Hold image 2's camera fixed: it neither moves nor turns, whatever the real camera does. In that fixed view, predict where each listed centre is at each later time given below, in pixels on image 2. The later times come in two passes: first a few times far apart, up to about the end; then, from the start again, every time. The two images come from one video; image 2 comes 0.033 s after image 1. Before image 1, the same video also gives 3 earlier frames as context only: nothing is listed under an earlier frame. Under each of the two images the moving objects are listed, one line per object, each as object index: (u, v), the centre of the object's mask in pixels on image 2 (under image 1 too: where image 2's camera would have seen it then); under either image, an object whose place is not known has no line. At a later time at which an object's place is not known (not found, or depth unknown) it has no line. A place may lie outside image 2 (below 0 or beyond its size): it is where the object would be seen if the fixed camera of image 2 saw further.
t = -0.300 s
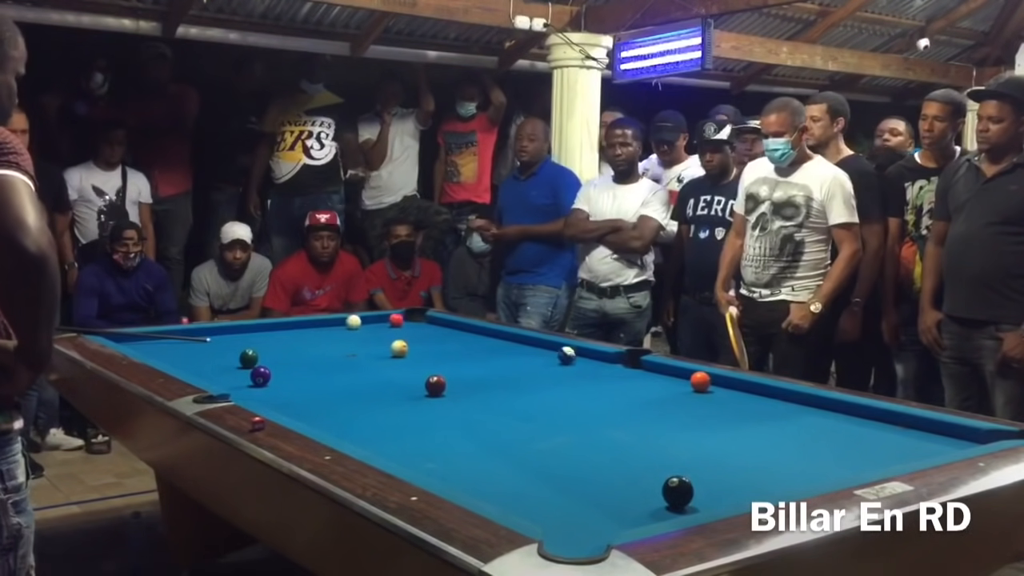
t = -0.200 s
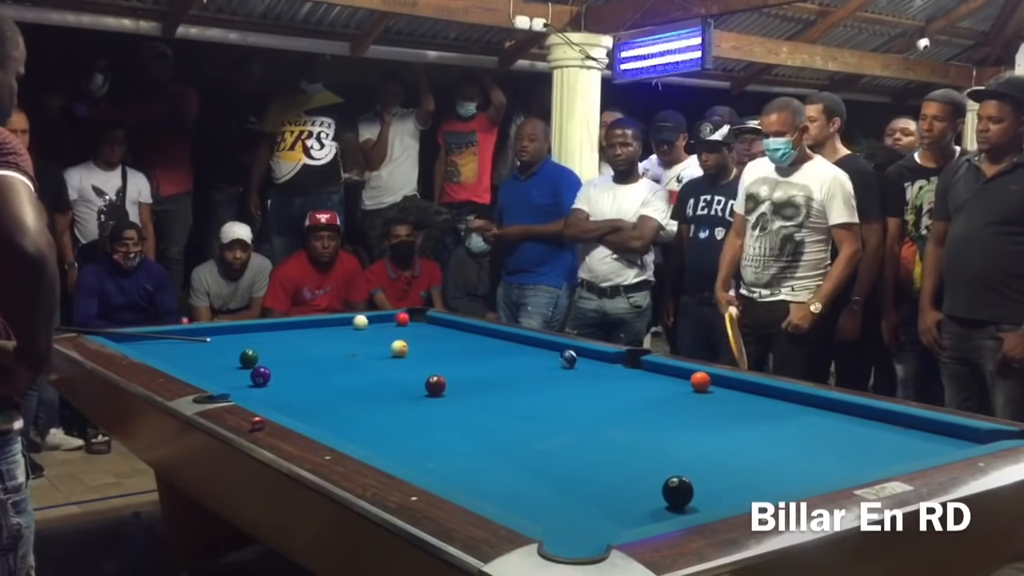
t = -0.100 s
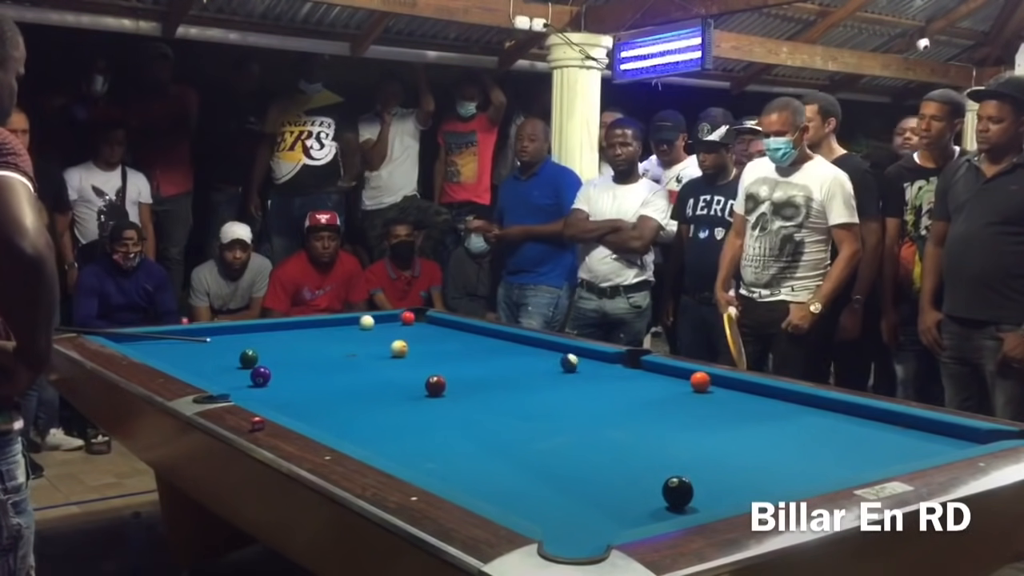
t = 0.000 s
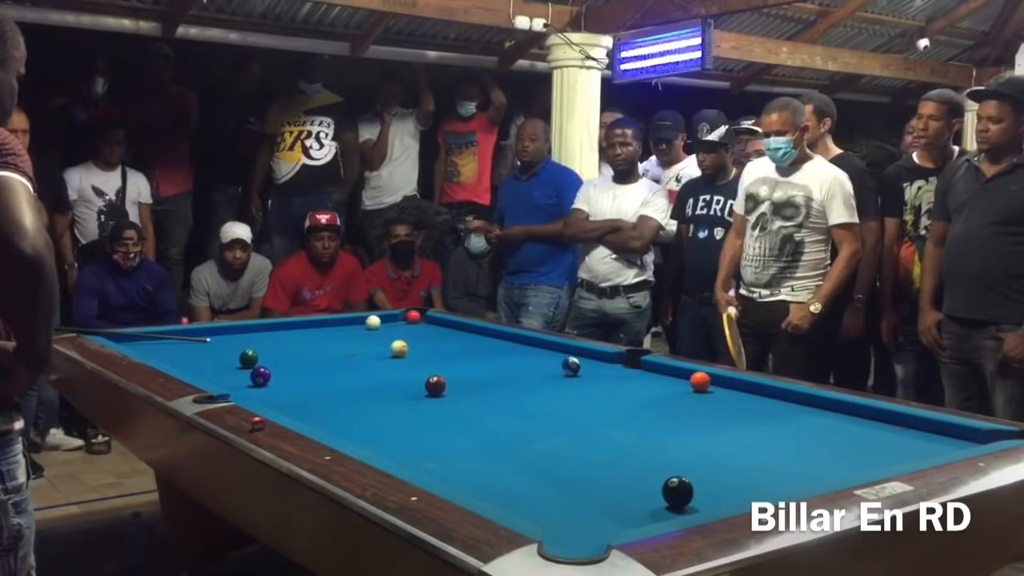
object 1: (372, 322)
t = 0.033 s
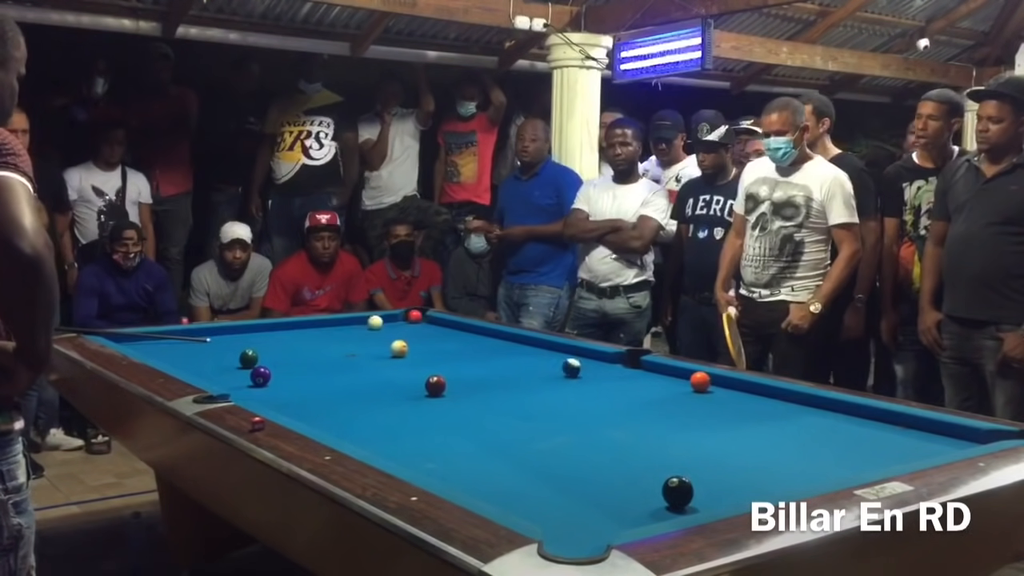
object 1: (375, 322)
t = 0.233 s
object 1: (386, 322)
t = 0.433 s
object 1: (397, 323)
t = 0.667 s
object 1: (408, 323)
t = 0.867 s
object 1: (417, 323)
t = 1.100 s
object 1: (425, 323)
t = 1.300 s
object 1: (431, 323)
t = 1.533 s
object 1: (438, 323)
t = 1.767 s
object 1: (442, 323)
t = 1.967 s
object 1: (445, 324)
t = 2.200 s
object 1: (448, 323)
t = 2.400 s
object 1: (449, 323)
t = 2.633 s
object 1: (449, 323)
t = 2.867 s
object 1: (449, 323)
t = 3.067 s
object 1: (449, 323)
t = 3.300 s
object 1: (449, 323)
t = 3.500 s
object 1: (449, 323)
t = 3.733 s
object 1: (449, 323)
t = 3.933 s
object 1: (449, 323)
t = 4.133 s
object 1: (449, 323)
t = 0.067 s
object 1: (377, 322)
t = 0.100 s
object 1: (379, 322)
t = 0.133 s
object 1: (381, 322)
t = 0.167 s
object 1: (383, 322)
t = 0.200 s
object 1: (384, 322)
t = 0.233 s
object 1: (386, 322)
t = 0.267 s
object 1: (388, 323)
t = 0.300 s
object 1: (390, 323)
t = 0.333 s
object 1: (392, 323)
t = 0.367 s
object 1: (394, 323)
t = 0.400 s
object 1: (395, 323)
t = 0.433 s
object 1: (397, 323)
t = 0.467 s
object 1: (399, 323)
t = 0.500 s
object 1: (400, 323)
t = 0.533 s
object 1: (402, 323)
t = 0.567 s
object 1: (403, 323)
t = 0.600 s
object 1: (405, 323)
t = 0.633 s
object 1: (406, 323)
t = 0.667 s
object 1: (408, 323)
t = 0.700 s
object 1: (409, 323)
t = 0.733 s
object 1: (411, 323)
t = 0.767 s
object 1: (413, 323)
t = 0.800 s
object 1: (414, 323)
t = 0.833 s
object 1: (415, 323)
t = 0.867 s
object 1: (417, 323)
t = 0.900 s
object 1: (418, 323)
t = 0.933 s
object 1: (419, 323)
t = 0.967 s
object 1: (420, 323)
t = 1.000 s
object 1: (422, 323)
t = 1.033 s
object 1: (423, 323)
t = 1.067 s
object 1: (424, 323)
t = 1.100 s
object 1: (425, 323)
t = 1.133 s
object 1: (426, 323)
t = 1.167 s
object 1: (427, 323)
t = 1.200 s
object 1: (428, 323)
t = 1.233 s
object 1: (429, 323)
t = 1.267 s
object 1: (430, 323)
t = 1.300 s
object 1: (431, 323)
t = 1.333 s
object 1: (432, 323)
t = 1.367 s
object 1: (433, 323)
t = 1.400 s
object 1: (434, 323)
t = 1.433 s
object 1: (435, 323)
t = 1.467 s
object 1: (436, 324)
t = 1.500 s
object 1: (437, 323)
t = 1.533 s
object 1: (438, 323)
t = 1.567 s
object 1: (438, 323)
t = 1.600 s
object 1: (439, 323)
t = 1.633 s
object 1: (440, 323)
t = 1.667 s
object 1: (440, 323)
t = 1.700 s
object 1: (441, 323)
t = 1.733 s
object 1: (442, 323)
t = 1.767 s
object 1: (442, 323)
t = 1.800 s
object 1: (443, 324)
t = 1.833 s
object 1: (443, 324)
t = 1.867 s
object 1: (444, 324)
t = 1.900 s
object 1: (445, 324)
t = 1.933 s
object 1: (445, 324)
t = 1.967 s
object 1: (445, 324)
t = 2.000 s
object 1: (446, 323)
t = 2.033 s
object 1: (446, 323)
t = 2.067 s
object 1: (446, 323)
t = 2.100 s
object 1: (447, 323)
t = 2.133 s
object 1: (447, 323)
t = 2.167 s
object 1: (447, 323)
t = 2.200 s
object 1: (448, 323)
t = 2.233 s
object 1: (448, 323)
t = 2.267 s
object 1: (448, 323)
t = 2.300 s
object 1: (448, 323)
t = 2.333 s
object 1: (449, 323)
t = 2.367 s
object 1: (449, 323)
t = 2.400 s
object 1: (449, 323)
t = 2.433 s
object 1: (449, 323)
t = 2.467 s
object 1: (449, 323)
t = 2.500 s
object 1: (449, 323)
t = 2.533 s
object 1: (449, 323)
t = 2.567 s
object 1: (449, 323)
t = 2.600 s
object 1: (449, 323)
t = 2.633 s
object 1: (449, 323)
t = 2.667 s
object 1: (449, 323)
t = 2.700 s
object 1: (449, 323)
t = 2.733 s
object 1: (449, 323)
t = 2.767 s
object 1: (449, 323)
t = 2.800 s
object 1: (449, 323)
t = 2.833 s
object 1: (449, 323)
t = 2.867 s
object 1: (449, 323)
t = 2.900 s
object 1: (449, 323)
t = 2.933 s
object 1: (449, 323)
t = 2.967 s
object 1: (449, 323)
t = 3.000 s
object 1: (449, 323)
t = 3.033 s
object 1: (449, 323)
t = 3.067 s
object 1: (449, 323)
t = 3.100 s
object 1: (449, 323)
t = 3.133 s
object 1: (449, 323)
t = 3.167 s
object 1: (449, 323)
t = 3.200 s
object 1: (449, 323)
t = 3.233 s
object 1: (449, 323)
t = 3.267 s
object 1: (449, 323)
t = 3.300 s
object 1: (449, 323)
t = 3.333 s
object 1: (449, 323)
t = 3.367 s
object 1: (449, 323)
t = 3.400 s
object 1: (449, 323)
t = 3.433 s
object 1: (449, 323)
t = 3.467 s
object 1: (449, 323)
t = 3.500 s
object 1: (449, 323)
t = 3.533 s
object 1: (449, 323)
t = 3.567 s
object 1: (449, 323)
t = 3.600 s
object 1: (449, 323)
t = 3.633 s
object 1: (449, 323)
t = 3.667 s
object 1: (449, 323)
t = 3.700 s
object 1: (449, 323)
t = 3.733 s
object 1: (449, 323)
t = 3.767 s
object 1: (449, 323)
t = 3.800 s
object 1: (449, 323)
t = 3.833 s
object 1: (449, 323)
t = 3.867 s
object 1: (449, 323)
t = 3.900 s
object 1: (449, 323)
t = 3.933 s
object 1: (449, 323)
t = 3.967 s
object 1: (449, 323)
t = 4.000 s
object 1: (449, 323)
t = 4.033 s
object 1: (449, 323)
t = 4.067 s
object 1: (449, 323)
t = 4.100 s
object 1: (449, 323)
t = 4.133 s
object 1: (449, 323)
